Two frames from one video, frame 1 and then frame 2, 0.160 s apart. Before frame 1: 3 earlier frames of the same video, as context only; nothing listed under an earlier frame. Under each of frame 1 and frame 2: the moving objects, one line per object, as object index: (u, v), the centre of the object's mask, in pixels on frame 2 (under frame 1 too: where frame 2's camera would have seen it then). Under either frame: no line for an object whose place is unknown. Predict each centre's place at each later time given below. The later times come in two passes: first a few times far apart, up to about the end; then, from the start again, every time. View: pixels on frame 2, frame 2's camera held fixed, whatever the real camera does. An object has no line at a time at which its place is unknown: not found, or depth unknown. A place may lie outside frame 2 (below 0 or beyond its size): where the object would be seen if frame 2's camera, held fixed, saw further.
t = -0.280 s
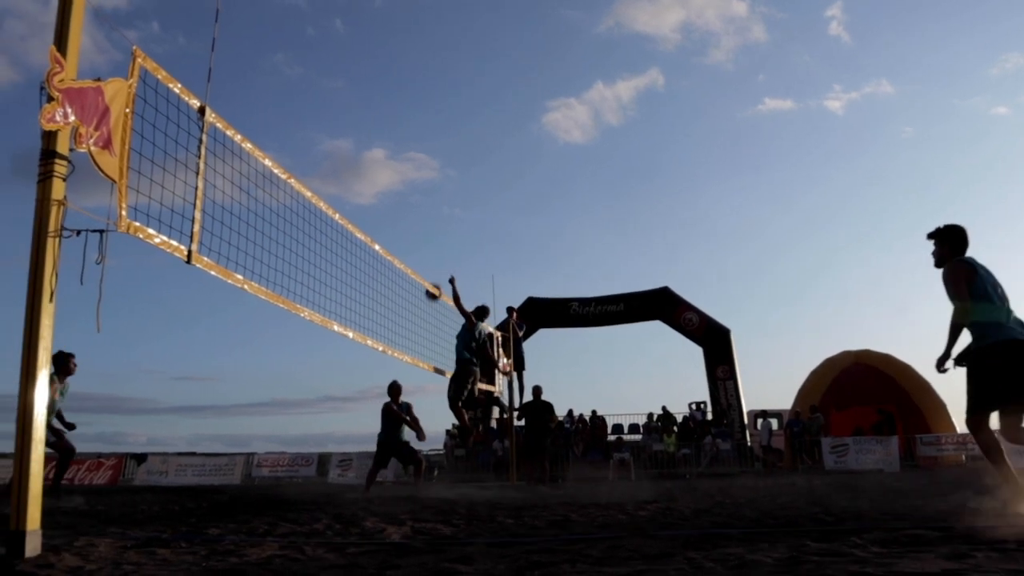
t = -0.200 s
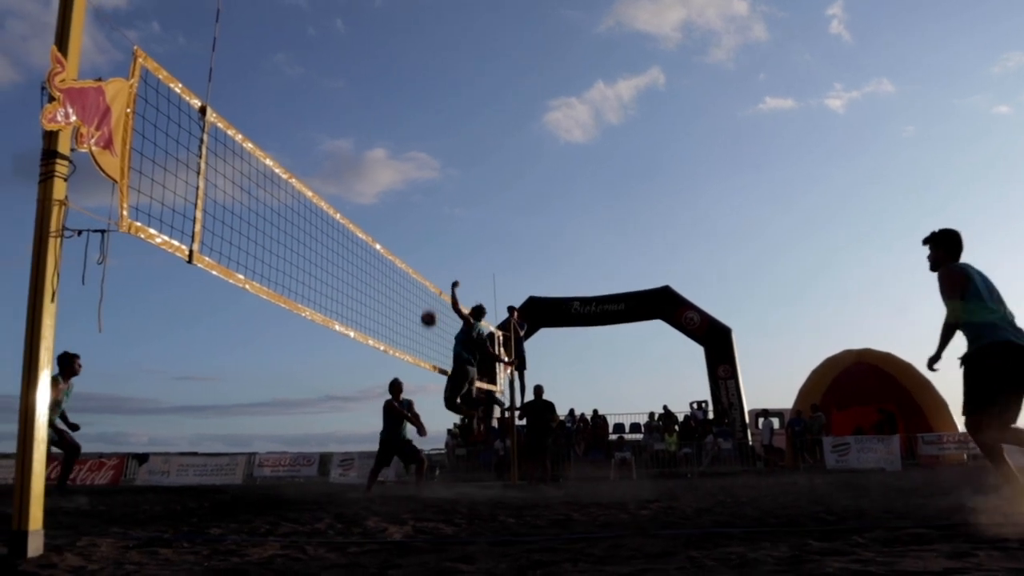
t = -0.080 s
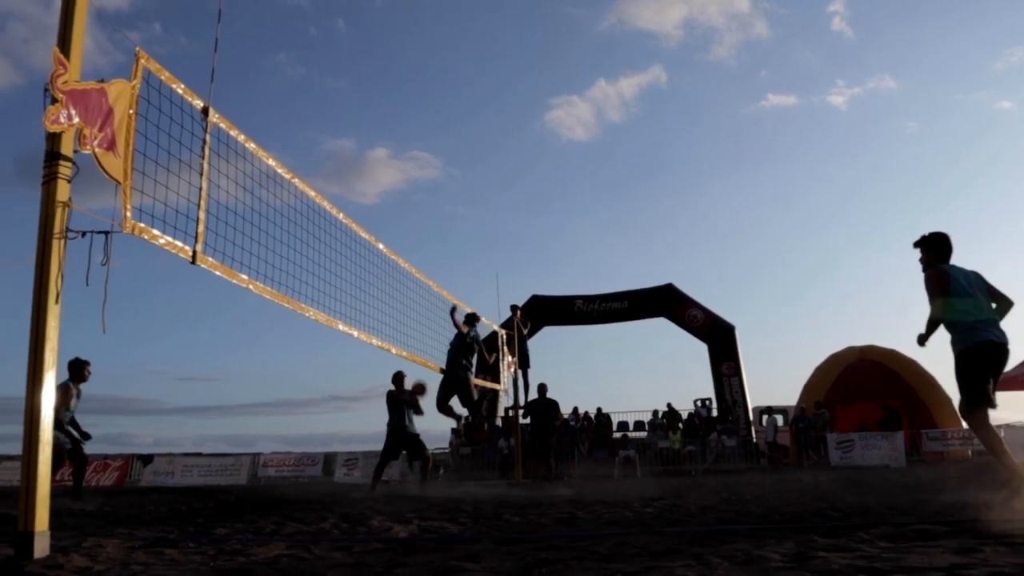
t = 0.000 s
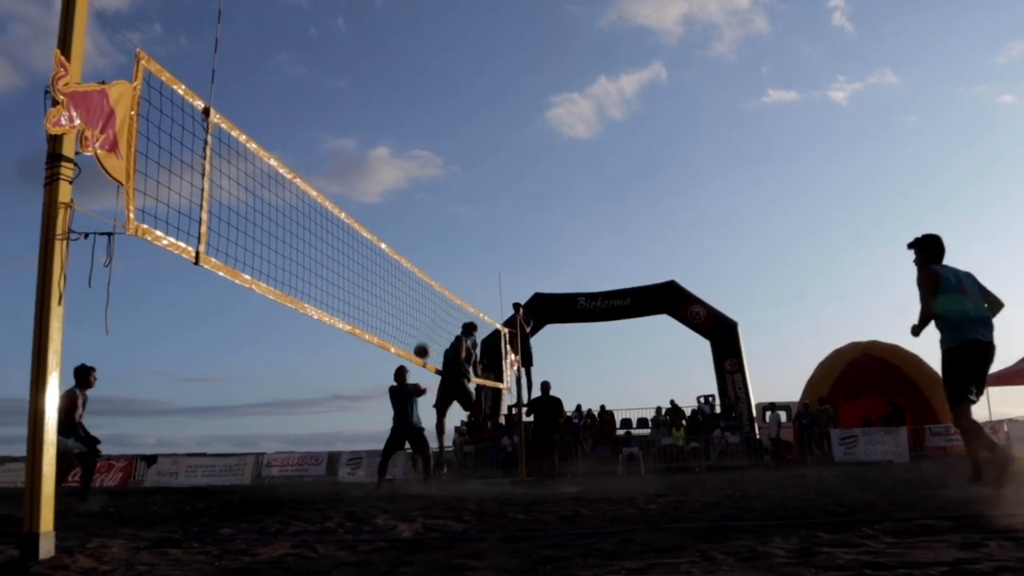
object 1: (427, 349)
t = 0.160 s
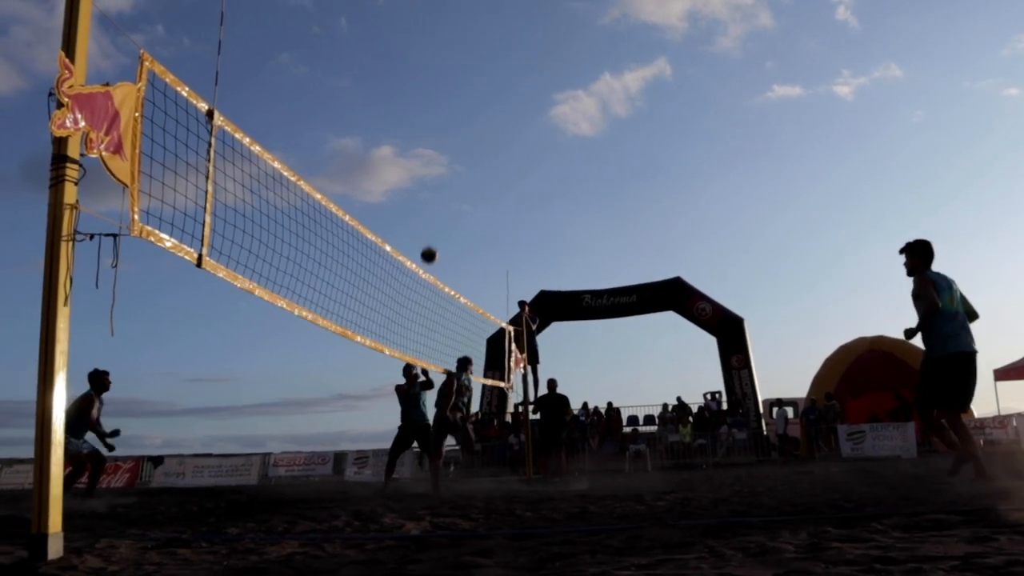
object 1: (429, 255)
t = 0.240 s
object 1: (430, 214)
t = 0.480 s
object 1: (433, 118)
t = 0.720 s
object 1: (436, 62)
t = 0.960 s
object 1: (440, 49)
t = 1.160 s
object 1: (443, 76)
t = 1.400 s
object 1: (448, 168)
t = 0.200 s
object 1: (429, 234)
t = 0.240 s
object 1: (430, 214)
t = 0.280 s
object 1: (430, 196)
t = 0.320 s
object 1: (431, 178)
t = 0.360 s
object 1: (431, 161)
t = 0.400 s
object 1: (432, 145)
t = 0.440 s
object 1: (432, 131)
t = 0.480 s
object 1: (433, 118)
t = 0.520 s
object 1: (433, 106)
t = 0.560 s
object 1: (433, 95)
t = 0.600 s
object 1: (434, 85)
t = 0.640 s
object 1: (434, 76)
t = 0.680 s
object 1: (435, 69)
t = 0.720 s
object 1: (436, 62)
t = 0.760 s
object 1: (437, 57)
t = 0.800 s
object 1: (437, 53)
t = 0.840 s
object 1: (438, 50)
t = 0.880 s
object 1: (438, 48)
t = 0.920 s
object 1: (439, 48)
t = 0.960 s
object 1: (440, 49)
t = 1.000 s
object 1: (441, 51)
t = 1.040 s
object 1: (441, 55)
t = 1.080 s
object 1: (442, 60)
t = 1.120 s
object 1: (443, 67)
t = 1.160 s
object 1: (443, 76)
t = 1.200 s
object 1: (444, 86)
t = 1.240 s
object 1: (444, 98)
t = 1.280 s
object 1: (445, 113)
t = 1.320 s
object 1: (446, 129)
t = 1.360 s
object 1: (447, 147)
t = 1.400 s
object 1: (448, 168)
